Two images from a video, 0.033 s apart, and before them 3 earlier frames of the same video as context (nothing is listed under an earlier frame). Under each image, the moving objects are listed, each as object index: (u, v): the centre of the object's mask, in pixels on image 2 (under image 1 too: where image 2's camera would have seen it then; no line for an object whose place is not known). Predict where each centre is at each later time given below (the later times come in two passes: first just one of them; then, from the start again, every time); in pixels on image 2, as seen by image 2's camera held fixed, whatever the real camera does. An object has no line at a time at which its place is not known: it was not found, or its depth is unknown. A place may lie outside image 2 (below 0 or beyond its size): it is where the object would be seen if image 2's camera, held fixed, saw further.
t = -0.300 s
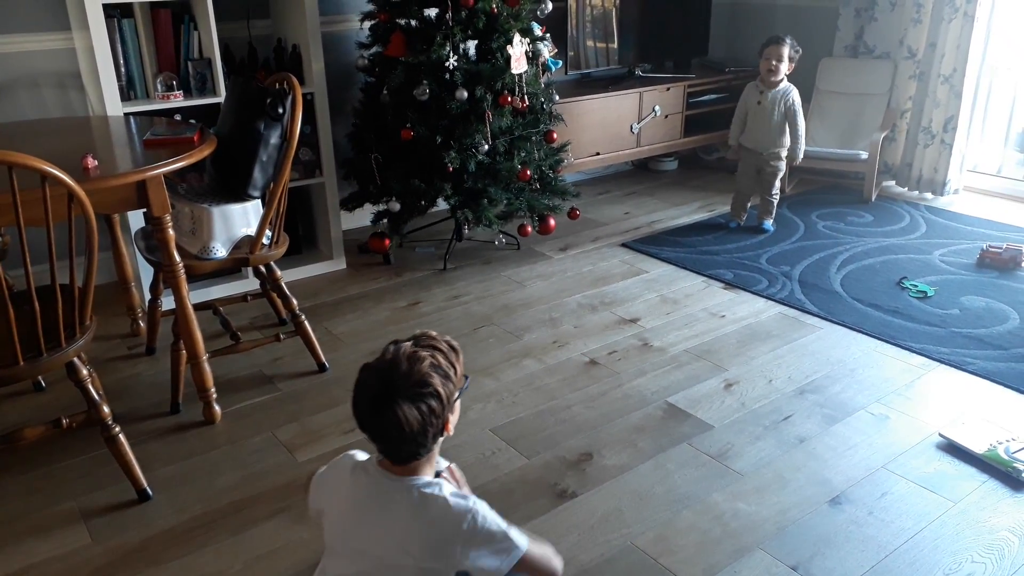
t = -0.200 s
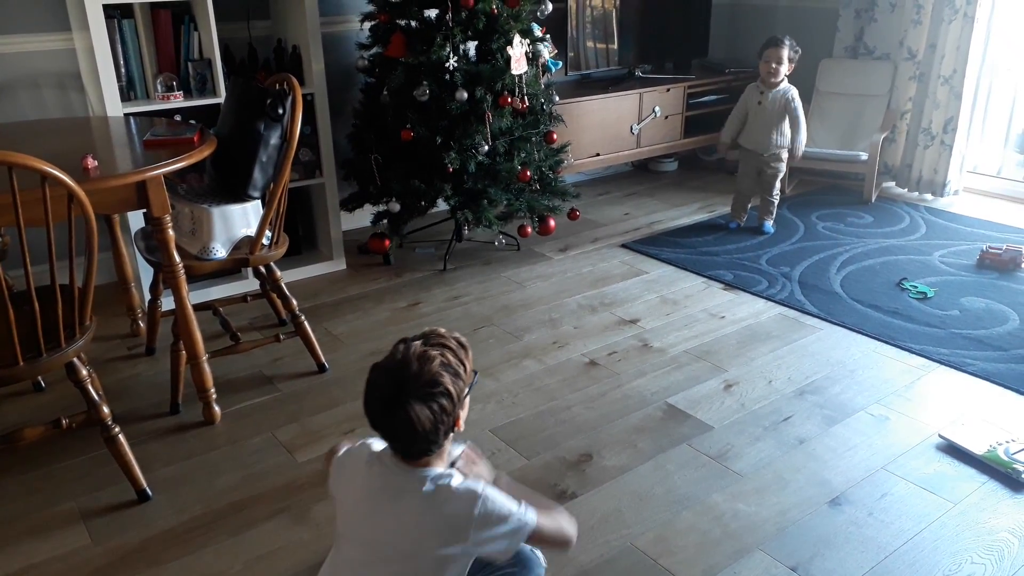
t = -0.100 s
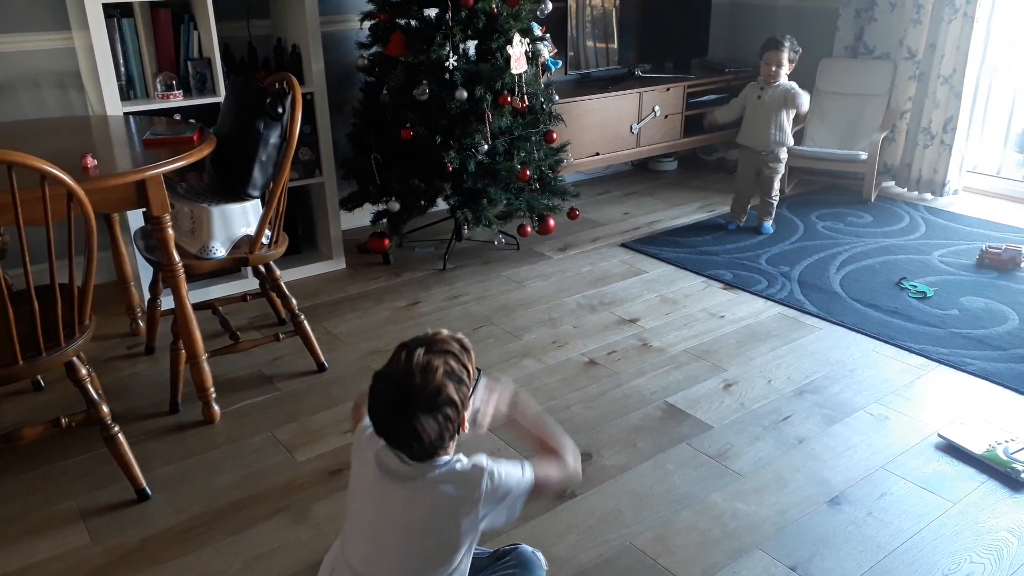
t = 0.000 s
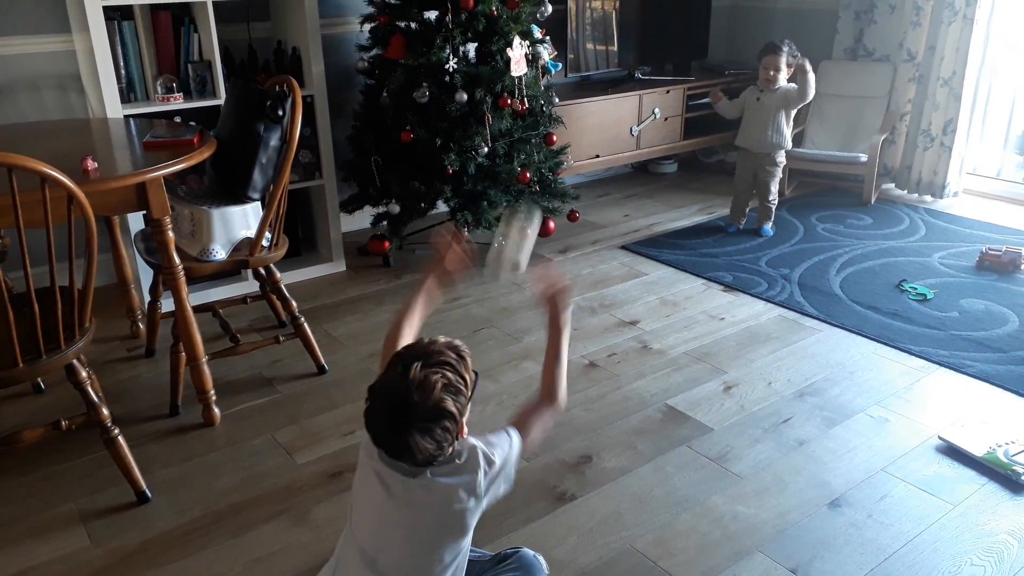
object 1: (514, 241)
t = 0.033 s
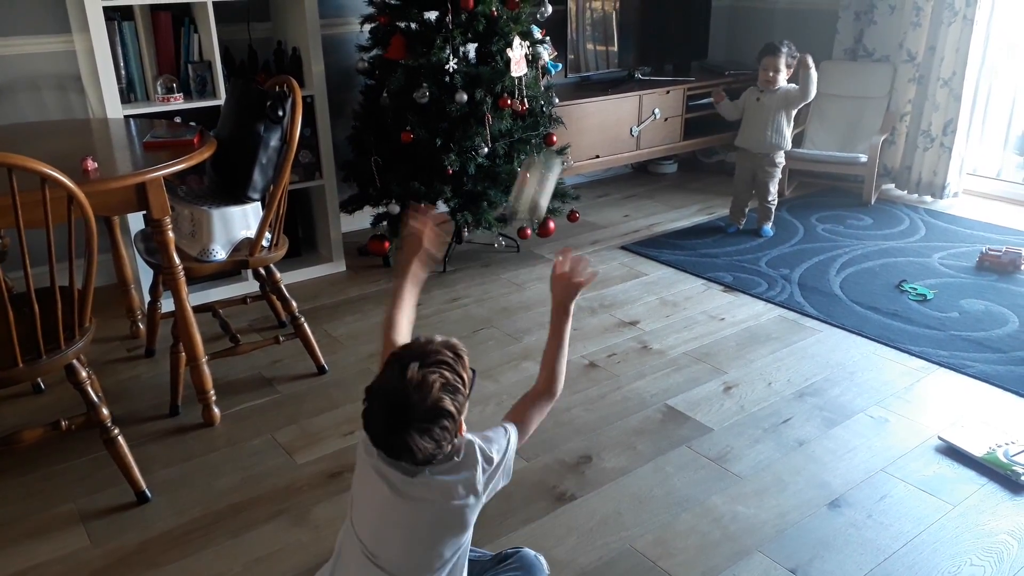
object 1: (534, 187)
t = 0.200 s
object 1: (620, 18)
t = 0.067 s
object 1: (555, 140)
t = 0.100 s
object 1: (574, 100)
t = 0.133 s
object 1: (590, 65)
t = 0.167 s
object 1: (604, 39)
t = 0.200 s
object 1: (620, 18)
